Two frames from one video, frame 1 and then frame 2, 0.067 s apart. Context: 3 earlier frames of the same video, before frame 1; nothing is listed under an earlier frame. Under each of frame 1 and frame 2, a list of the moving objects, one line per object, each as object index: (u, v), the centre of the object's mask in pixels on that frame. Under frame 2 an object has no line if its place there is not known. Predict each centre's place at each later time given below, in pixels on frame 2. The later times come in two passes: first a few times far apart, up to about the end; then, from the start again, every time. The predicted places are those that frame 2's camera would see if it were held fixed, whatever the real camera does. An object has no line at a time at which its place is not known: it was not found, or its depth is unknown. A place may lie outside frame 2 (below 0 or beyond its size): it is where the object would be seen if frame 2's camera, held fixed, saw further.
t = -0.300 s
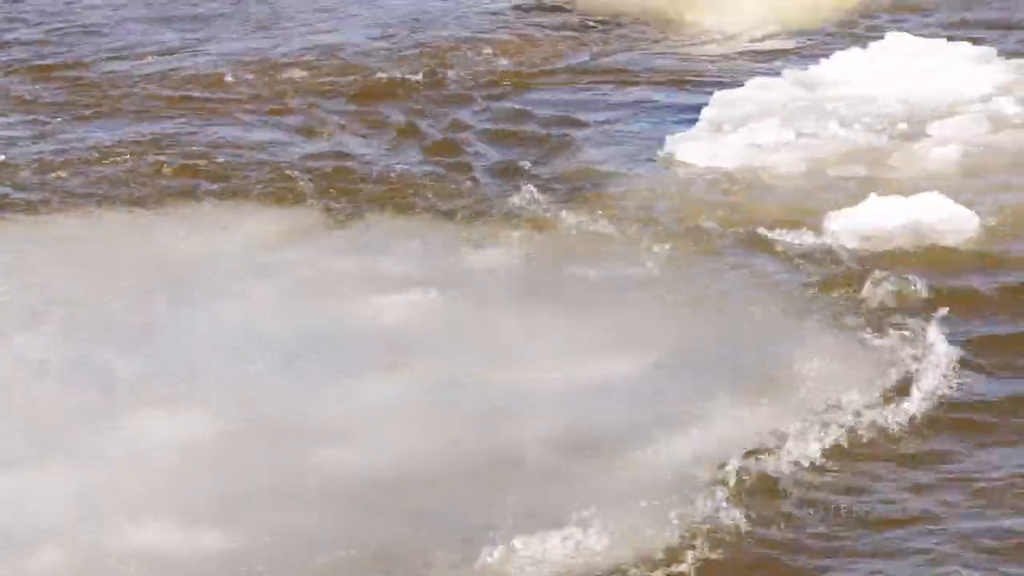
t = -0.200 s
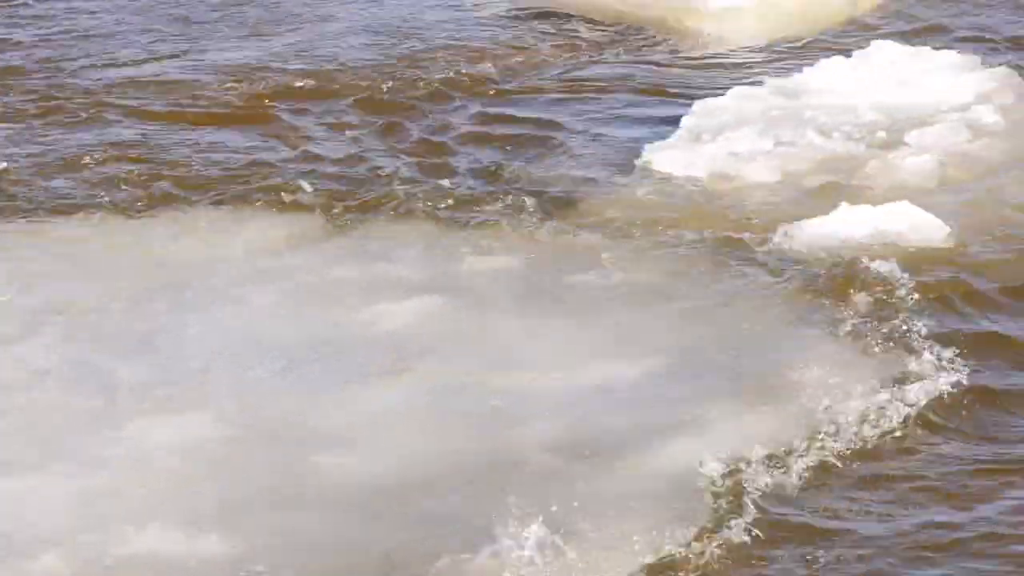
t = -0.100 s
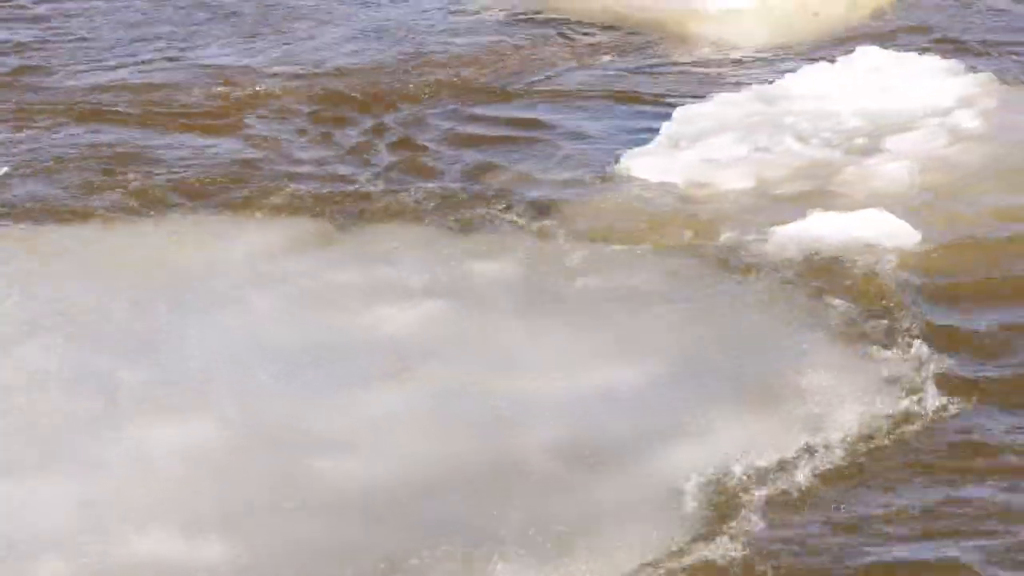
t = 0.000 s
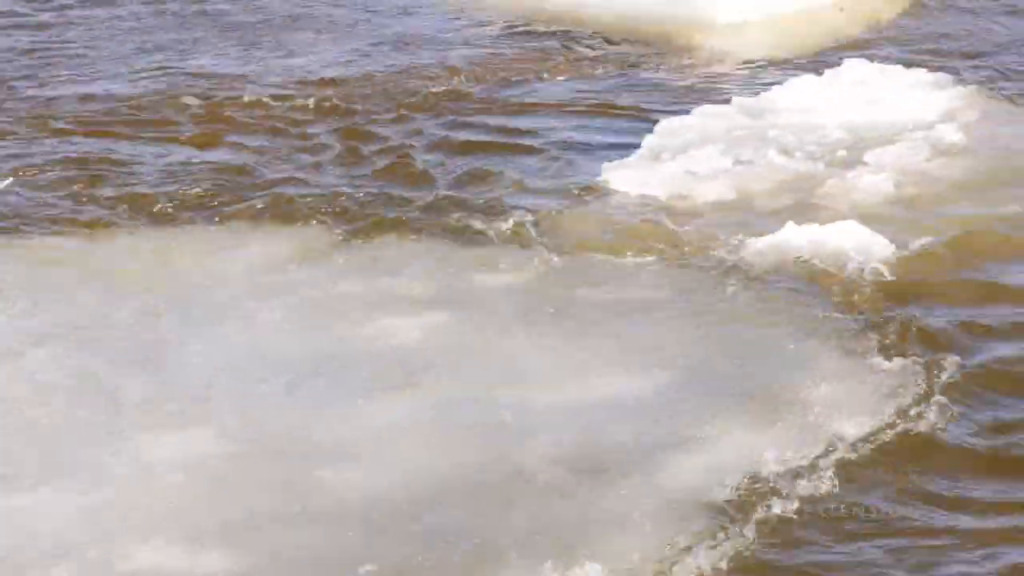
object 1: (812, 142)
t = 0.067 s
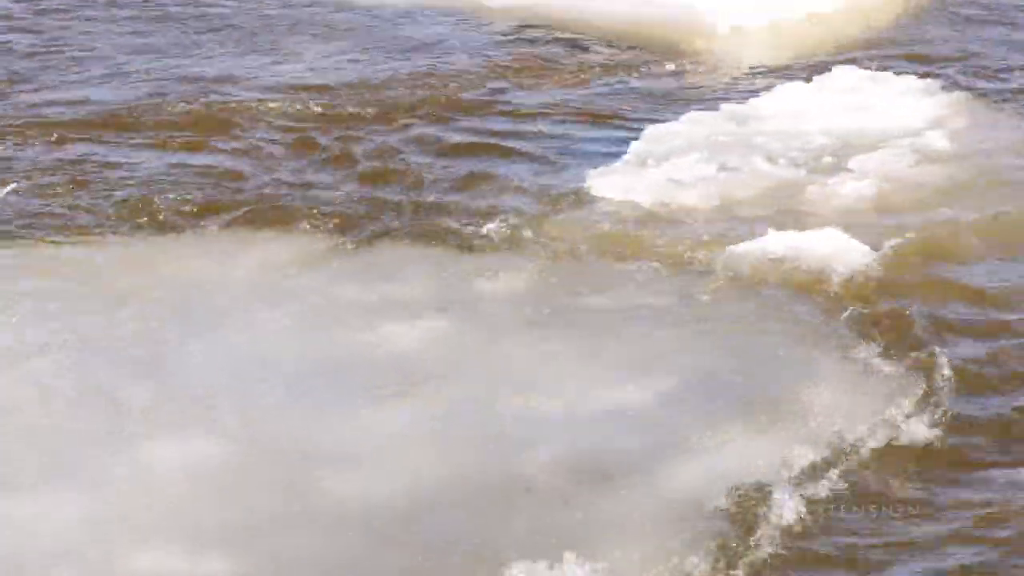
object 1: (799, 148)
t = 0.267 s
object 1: (765, 176)
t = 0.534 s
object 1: (696, 172)
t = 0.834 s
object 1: (634, 158)
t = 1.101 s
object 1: (592, 155)
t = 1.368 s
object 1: (547, 148)
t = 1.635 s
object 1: (498, 147)
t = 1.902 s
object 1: (451, 146)
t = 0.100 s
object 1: (791, 152)
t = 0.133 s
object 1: (780, 151)
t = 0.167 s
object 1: (777, 172)
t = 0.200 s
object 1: (767, 174)
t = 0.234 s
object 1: (769, 176)
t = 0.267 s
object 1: (765, 176)
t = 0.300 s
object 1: (763, 177)
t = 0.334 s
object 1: (752, 173)
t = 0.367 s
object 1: (735, 174)
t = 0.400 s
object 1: (724, 174)
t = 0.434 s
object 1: (721, 174)
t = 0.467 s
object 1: (716, 174)
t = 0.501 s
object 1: (709, 176)
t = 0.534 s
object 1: (696, 172)
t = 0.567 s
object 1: (687, 174)
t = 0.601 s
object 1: (685, 172)
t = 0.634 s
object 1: (680, 171)
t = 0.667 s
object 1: (683, 172)
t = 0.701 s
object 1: (680, 171)
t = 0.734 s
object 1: (666, 172)
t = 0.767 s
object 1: (662, 171)
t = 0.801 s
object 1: (640, 158)
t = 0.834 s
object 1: (634, 158)
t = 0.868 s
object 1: (626, 158)
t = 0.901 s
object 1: (621, 157)
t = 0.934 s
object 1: (616, 156)
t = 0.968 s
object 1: (605, 155)
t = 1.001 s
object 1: (602, 154)
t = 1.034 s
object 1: (598, 152)
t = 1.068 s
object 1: (599, 156)
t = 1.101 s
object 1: (592, 155)
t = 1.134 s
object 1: (586, 154)
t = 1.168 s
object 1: (581, 153)
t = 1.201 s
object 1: (577, 151)
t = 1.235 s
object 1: (569, 151)
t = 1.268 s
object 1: (561, 150)
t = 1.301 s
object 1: (555, 149)
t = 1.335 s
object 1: (549, 147)
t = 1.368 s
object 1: (547, 148)
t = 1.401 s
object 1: (537, 147)
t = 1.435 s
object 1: (532, 148)
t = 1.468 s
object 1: (527, 148)
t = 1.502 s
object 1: (523, 148)
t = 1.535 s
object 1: (520, 147)
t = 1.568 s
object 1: (513, 148)
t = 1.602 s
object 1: (506, 146)
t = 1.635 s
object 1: (498, 147)
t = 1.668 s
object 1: (495, 145)
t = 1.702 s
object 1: (490, 144)
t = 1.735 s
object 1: (482, 144)
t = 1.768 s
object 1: (473, 147)
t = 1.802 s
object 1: (463, 147)
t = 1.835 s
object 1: (460, 147)
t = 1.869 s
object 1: (455, 147)
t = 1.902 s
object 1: (451, 146)
